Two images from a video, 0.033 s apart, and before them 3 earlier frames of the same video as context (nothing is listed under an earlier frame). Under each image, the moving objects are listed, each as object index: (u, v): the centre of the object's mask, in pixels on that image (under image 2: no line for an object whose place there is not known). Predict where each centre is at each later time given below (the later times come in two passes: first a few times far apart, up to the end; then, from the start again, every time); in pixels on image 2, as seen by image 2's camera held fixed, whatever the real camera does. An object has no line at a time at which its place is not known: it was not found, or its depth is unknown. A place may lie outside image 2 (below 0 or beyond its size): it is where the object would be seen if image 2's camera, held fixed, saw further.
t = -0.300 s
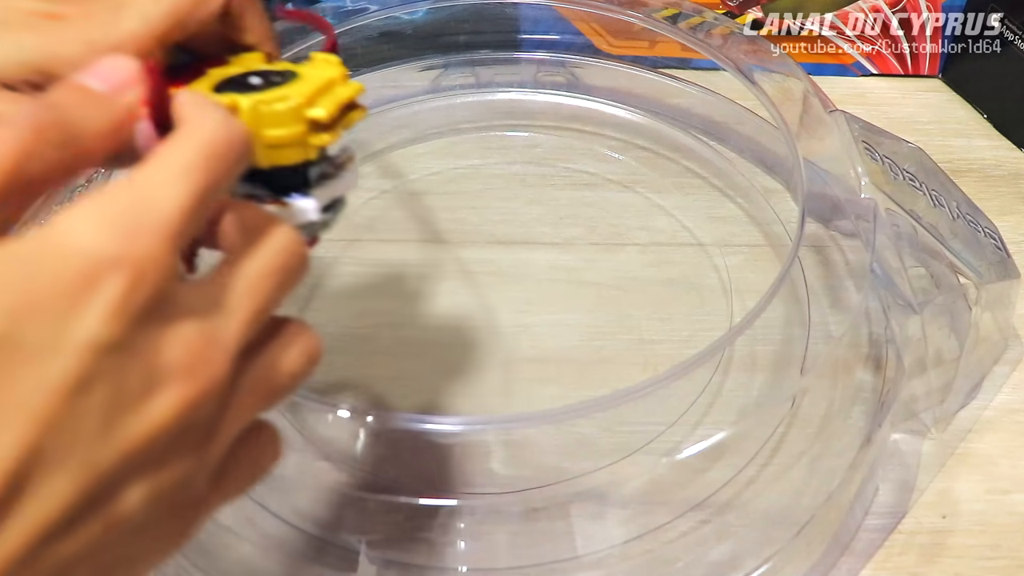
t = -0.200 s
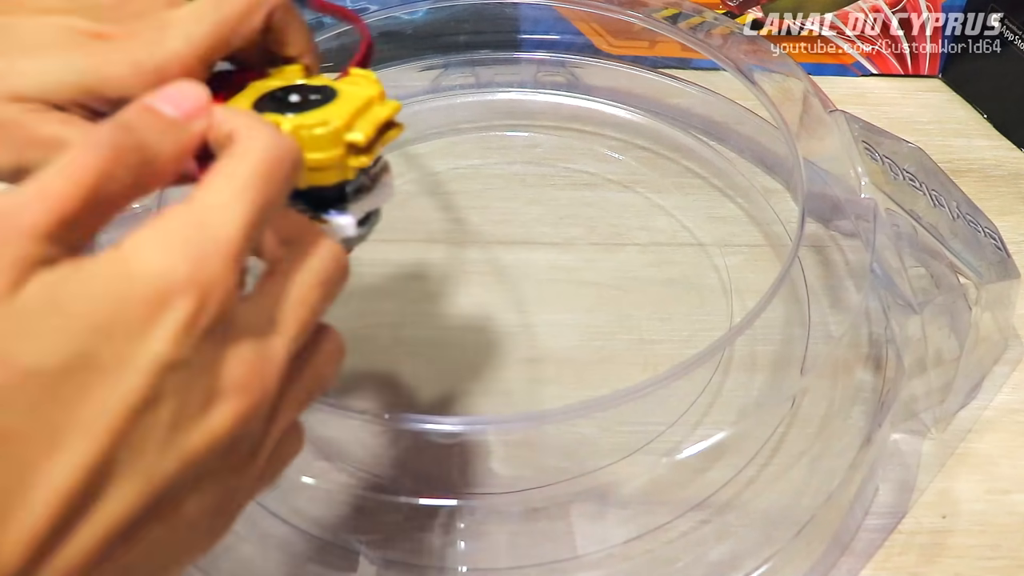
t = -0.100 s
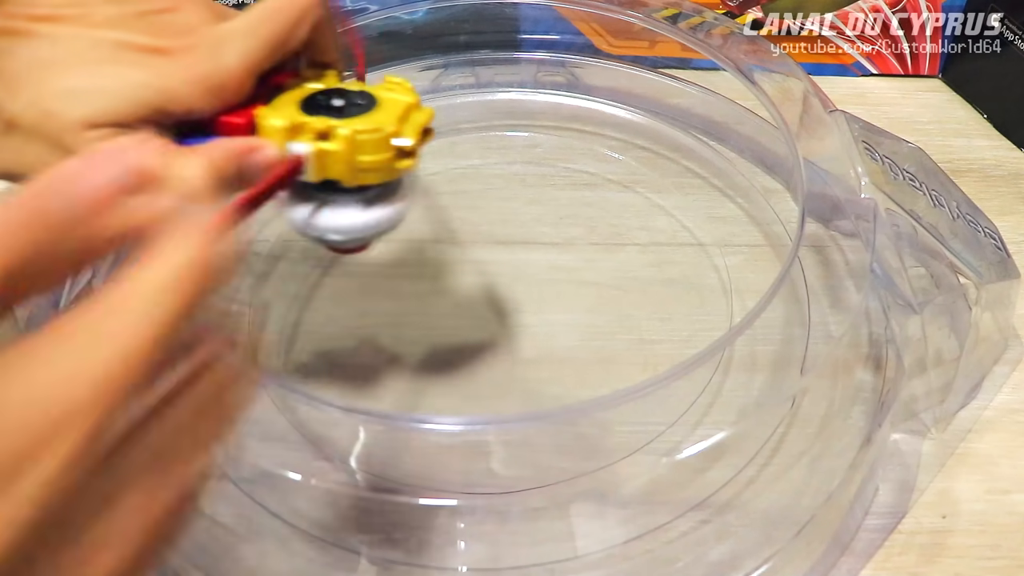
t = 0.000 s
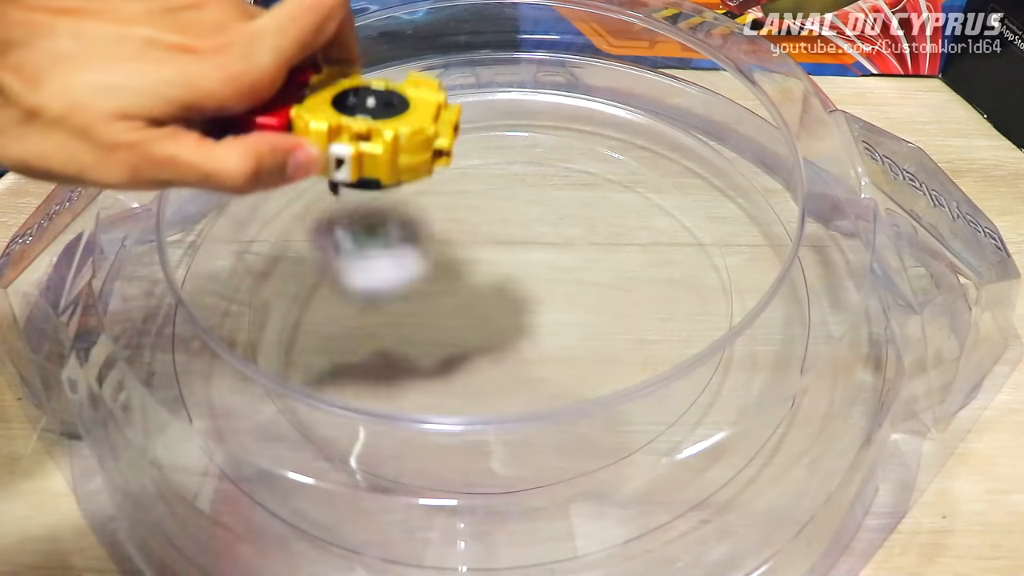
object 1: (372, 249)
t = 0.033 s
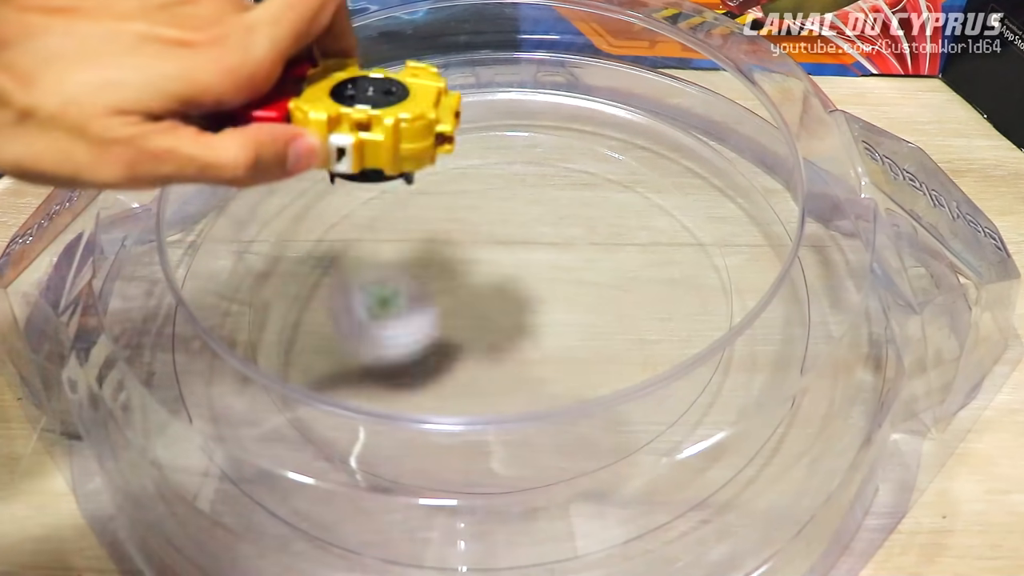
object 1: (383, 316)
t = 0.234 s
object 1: (548, 188)
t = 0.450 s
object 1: (717, 222)
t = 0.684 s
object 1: (777, 450)
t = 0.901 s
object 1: (585, 527)
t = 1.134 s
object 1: (376, 525)
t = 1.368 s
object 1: (217, 377)
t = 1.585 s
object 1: (267, 226)
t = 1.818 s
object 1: (575, 101)
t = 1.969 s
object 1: (735, 125)
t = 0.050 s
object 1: (392, 313)
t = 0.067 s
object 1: (405, 289)
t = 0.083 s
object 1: (419, 265)
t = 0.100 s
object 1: (437, 249)
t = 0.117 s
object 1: (450, 236)
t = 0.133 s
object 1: (461, 229)
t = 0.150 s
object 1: (477, 225)
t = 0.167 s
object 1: (490, 223)
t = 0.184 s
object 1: (505, 211)
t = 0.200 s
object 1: (518, 201)
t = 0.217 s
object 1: (533, 195)
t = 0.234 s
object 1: (548, 188)
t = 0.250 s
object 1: (563, 183)
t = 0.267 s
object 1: (576, 179)
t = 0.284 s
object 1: (591, 176)
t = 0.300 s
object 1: (605, 174)
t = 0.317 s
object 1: (619, 174)
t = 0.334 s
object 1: (634, 175)
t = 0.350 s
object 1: (648, 177)
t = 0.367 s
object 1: (661, 181)
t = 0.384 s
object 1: (673, 186)
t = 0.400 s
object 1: (687, 193)
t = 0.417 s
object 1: (698, 201)
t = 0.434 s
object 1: (709, 210)
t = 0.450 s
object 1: (717, 222)
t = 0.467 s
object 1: (725, 235)
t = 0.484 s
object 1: (728, 248)
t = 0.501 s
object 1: (730, 262)
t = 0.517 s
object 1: (734, 277)
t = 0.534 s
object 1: (741, 296)
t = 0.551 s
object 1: (748, 315)
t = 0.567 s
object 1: (758, 333)
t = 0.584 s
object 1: (768, 354)
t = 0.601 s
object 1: (778, 374)
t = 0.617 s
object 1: (779, 384)
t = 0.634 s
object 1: (779, 397)
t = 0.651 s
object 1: (782, 418)
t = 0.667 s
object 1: (782, 436)
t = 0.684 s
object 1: (777, 450)
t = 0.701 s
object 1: (764, 461)
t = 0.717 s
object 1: (752, 471)
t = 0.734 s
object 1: (737, 481)
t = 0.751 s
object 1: (725, 495)
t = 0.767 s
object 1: (710, 501)
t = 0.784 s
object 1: (693, 507)
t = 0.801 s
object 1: (676, 513)
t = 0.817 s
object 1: (662, 516)
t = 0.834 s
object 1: (647, 518)
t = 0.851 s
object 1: (633, 520)
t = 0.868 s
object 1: (618, 522)
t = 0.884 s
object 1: (602, 524)
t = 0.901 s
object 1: (585, 527)
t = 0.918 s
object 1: (569, 529)
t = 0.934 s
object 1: (555, 529)
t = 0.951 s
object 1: (541, 530)
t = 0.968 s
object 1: (526, 531)
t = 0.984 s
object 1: (509, 532)
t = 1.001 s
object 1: (493, 532)
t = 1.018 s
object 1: (480, 532)
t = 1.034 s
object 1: (463, 531)
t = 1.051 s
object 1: (447, 531)
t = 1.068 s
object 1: (432, 530)
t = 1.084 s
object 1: (416, 529)
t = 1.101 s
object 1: (403, 527)
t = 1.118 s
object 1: (389, 525)
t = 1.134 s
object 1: (376, 525)
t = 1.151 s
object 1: (361, 522)
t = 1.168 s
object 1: (346, 519)
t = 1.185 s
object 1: (334, 515)
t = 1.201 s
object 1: (317, 509)
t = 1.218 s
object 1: (303, 500)
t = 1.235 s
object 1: (287, 492)
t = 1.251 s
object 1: (272, 482)
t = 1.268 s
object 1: (258, 469)
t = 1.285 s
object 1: (244, 455)
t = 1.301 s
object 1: (233, 439)
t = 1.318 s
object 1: (228, 420)
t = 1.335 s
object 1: (222, 402)
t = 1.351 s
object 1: (221, 386)
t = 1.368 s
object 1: (217, 377)
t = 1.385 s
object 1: (216, 363)
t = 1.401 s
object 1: (215, 352)
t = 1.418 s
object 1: (214, 340)
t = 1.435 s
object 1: (216, 328)
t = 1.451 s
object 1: (219, 317)
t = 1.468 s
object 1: (222, 304)
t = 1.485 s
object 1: (230, 291)
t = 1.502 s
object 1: (231, 282)
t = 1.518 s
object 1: (232, 272)
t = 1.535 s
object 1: (239, 261)
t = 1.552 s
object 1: (245, 249)
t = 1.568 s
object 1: (254, 238)
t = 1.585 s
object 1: (267, 226)
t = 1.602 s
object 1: (277, 215)
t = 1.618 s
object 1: (290, 204)
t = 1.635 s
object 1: (307, 191)
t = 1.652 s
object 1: (326, 180)
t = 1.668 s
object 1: (345, 168)
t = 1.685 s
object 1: (366, 158)
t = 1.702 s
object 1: (388, 147)
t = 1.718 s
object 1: (413, 137)
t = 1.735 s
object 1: (440, 127)
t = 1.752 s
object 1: (463, 120)
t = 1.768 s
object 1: (492, 114)
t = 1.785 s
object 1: (518, 108)
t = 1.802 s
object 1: (547, 104)
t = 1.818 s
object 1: (575, 101)
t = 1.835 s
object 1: (600, 101)
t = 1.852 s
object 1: (622, 102)
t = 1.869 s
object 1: (641, 103)
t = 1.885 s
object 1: (662, 102)
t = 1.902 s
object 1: (680, 102)
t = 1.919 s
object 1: (698, 104)
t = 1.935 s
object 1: (712, 110)
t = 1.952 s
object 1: (724, 116)
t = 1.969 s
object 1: (735, 125)
